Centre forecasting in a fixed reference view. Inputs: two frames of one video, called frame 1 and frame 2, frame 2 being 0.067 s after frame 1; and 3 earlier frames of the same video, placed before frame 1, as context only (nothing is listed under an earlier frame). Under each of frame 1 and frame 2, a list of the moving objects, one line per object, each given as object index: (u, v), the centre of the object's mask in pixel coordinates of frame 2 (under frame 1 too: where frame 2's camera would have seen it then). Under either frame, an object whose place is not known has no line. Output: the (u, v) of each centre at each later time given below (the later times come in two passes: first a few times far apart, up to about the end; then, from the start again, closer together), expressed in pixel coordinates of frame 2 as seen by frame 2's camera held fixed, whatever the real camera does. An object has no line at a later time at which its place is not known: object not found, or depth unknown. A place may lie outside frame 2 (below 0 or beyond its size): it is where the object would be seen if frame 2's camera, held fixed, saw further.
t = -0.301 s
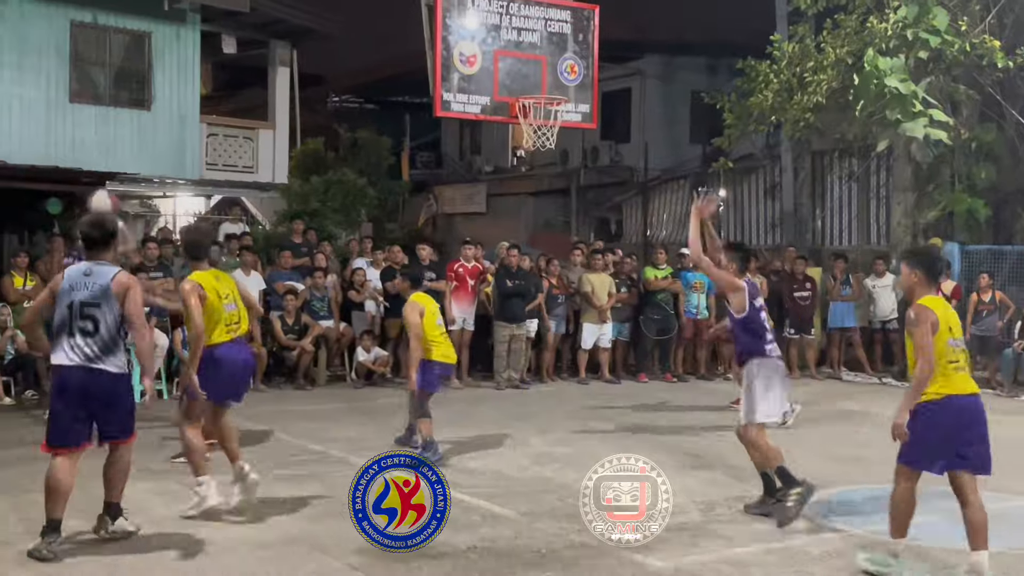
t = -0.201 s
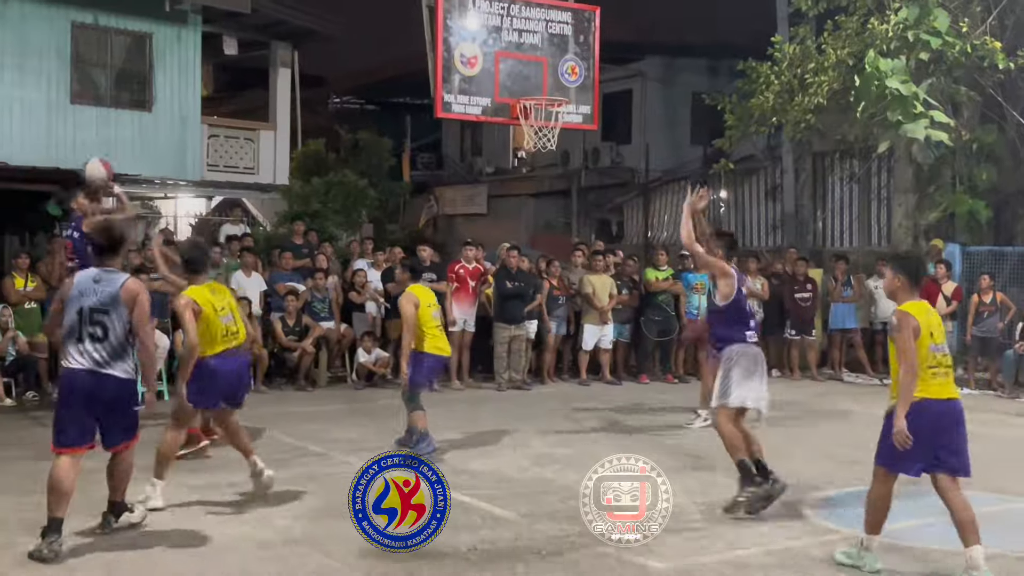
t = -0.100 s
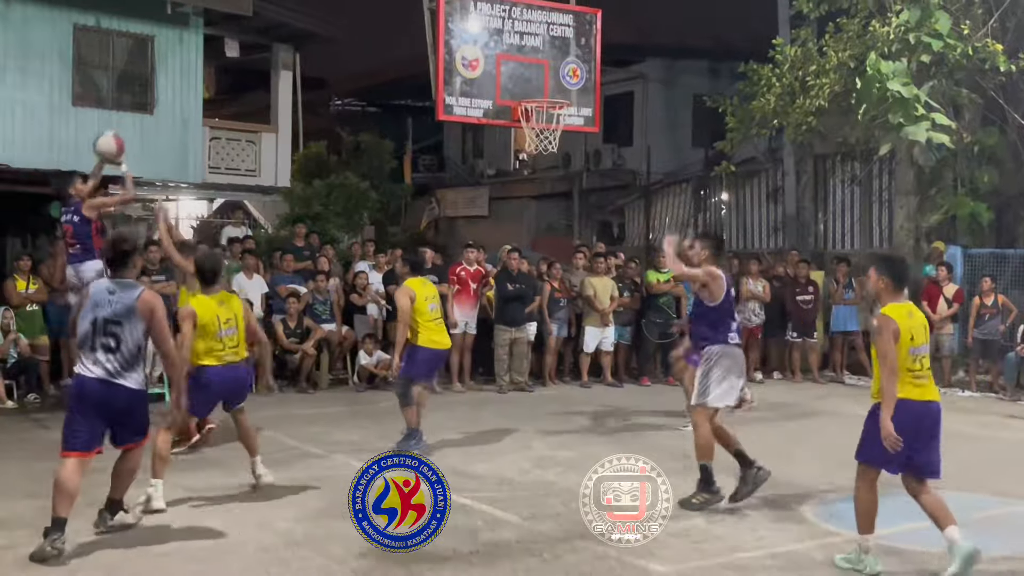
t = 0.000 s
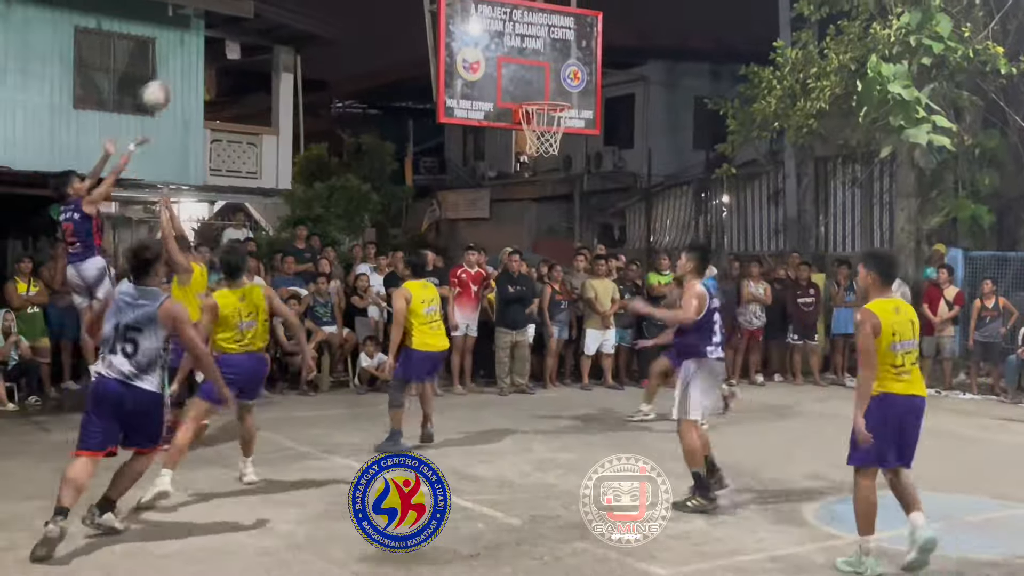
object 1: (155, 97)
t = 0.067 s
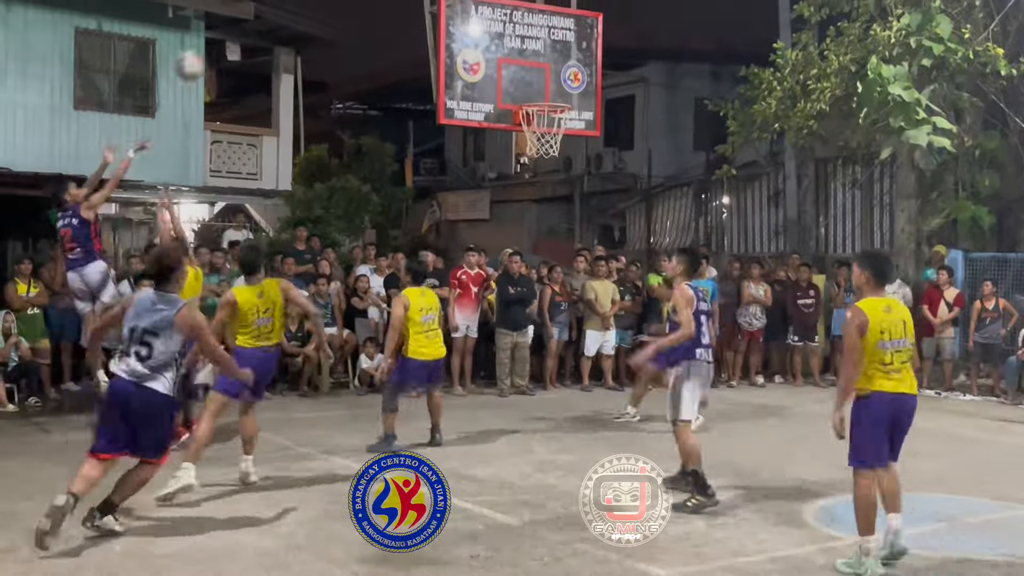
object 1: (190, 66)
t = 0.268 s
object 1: (289, 9)
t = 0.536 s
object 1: (406, 7)
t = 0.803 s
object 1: (508, 78)
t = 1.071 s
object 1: (588, 70)
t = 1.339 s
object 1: (665, 100)
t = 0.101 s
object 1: (207, 54)
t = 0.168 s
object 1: (240, 31)
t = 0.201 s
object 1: (257, 22)
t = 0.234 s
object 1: (272, 15)
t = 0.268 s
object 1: (289, 9)
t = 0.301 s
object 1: (304, 6)
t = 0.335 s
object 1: (320, 4)
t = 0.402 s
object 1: (350, 3)
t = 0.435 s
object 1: (364, 3)
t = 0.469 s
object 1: (378, 3)
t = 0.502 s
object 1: (393, 5)
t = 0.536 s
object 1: (406, 7)
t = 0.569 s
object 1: (419, 12)
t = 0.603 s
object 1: (433, 18)
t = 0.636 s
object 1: (444, 24)
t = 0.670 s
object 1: (458, 35)
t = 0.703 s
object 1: (472, 46)
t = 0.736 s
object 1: (484, 56)
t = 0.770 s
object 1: (499, 69)
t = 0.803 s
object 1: (508, 78)
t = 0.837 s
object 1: (520, 90)
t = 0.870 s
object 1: (529, 92)
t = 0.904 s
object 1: (541, 87)
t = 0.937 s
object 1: (551, 81)
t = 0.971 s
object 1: (558, 77)
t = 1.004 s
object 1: (572, 74)
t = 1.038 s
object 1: (580, 71)
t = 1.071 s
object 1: (588, 70)
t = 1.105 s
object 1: (600, 70)
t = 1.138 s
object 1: (609, 70)
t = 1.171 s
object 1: (617, 71)
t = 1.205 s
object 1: (628, 76)
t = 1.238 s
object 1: (636, 80)
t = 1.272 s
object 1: (646, 86)
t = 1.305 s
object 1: (655, 92)
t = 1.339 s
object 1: (665, 100)
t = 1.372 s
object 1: (674, 110)
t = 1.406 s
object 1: (683, 120)
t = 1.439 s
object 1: (692, 129)
